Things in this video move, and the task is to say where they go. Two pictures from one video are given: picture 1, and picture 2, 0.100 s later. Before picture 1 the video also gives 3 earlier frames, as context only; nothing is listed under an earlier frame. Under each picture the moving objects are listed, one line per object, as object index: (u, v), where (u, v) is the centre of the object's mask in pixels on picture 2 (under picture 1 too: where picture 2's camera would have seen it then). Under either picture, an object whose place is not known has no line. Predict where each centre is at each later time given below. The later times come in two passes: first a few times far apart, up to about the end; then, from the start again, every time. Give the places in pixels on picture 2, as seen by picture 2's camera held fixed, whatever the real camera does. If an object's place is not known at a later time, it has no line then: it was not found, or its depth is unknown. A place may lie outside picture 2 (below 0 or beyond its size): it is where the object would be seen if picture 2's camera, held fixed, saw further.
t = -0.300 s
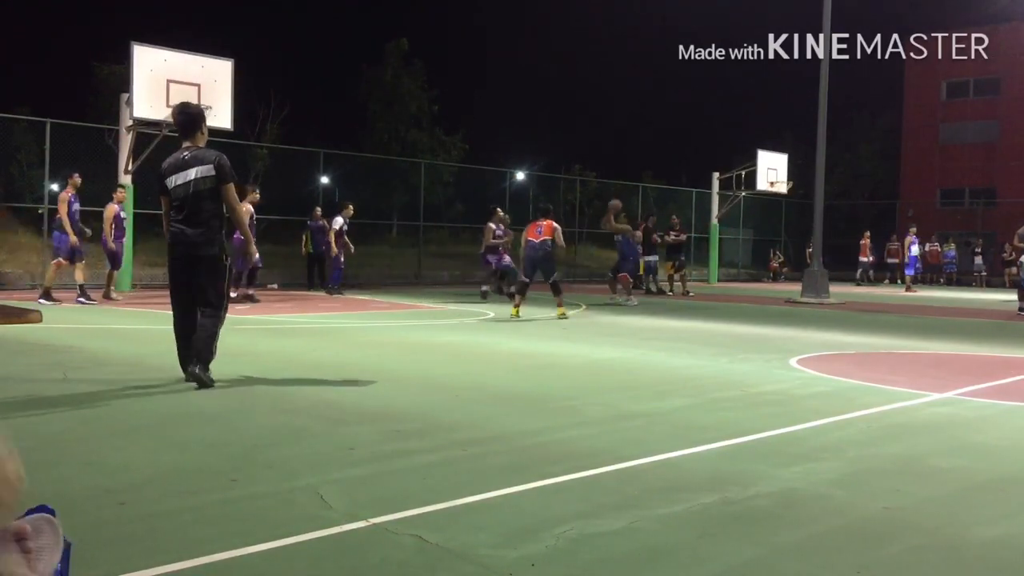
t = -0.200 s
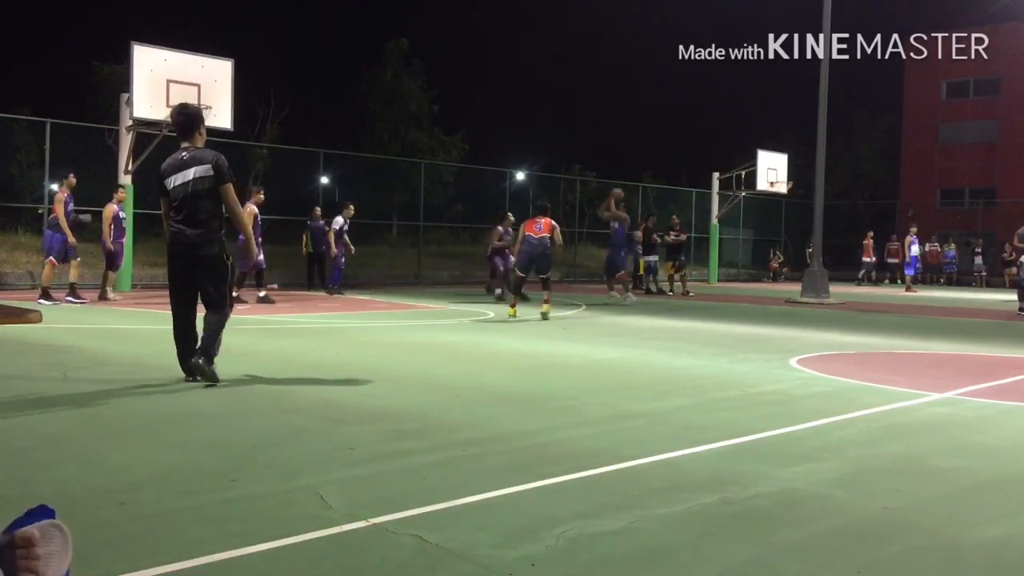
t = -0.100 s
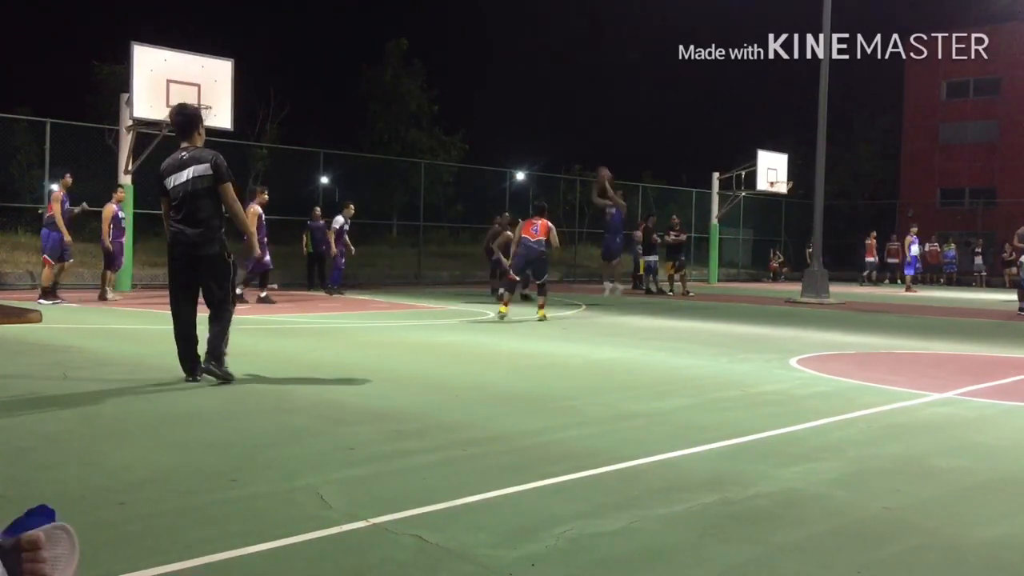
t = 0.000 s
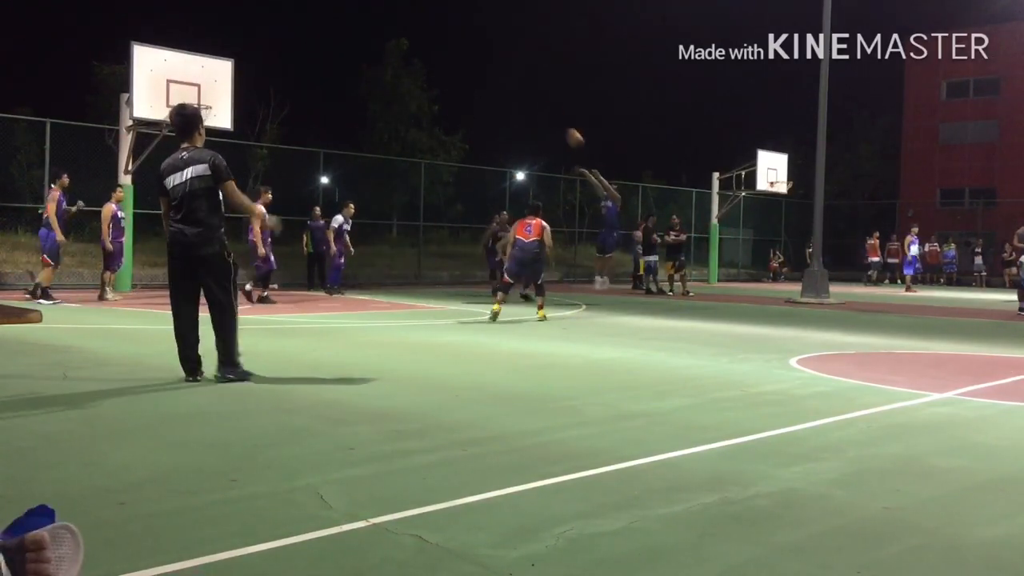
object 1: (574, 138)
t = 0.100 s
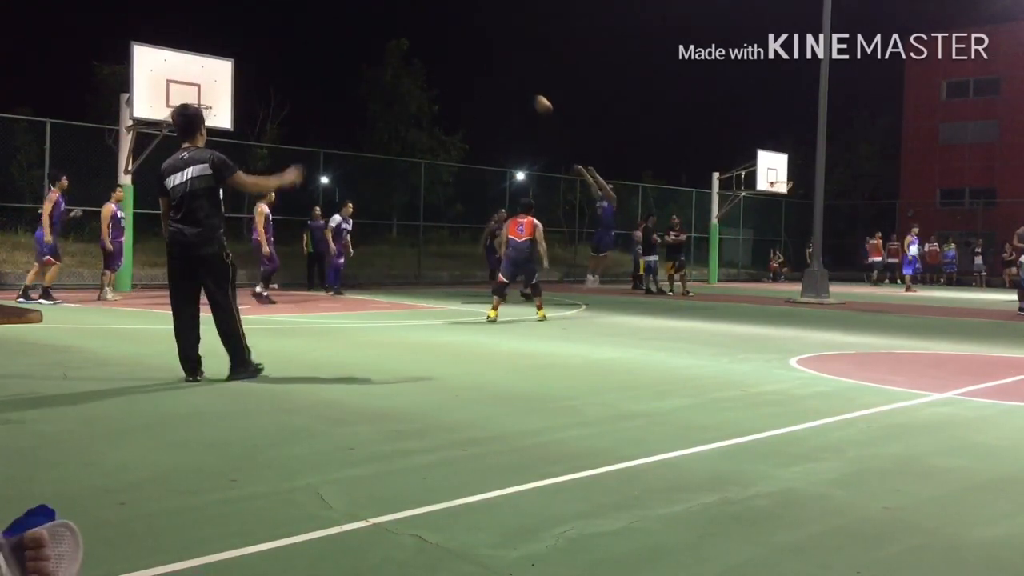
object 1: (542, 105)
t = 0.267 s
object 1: (488, 62)
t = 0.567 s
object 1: (391, 26)
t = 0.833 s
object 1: (304, 38)
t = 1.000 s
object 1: (249, 68)
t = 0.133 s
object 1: (532, 95)
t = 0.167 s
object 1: (521, 86)
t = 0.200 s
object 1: (510, 77)
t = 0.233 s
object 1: (499, 69)
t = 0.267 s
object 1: (488, 62)
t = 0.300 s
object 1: (478, 55)
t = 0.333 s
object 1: (467, 49)
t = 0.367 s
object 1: (456, 43)
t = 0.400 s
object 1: (445, 39)
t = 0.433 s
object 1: (434, 35)
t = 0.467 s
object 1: (424, 32)
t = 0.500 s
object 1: (413, 30)
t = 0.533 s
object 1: (402, 27)
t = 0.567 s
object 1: (391, 26)
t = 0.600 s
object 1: (380, 25)
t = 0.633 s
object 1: (369, 25)
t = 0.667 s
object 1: (359, 26)
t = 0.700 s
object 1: (347, 27)
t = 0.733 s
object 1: (337, 29)
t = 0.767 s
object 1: (326, 31)
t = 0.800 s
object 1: (315, 34)
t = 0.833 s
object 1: (304, 38)
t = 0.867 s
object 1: (292, 43)
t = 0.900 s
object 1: (282, 48)
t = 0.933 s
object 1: (270, 54)
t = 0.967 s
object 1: (259, 61)
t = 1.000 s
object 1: (249, 68)
